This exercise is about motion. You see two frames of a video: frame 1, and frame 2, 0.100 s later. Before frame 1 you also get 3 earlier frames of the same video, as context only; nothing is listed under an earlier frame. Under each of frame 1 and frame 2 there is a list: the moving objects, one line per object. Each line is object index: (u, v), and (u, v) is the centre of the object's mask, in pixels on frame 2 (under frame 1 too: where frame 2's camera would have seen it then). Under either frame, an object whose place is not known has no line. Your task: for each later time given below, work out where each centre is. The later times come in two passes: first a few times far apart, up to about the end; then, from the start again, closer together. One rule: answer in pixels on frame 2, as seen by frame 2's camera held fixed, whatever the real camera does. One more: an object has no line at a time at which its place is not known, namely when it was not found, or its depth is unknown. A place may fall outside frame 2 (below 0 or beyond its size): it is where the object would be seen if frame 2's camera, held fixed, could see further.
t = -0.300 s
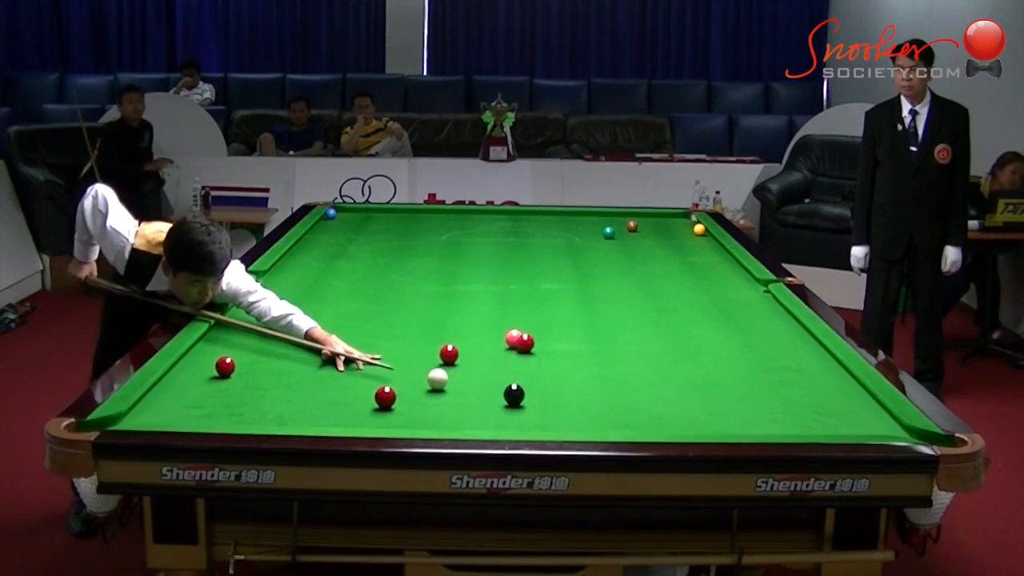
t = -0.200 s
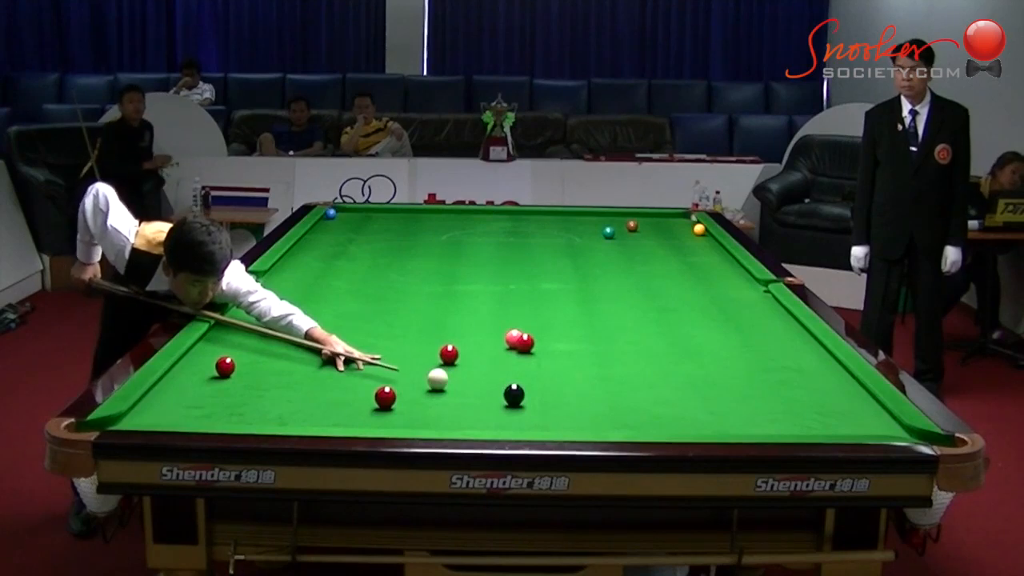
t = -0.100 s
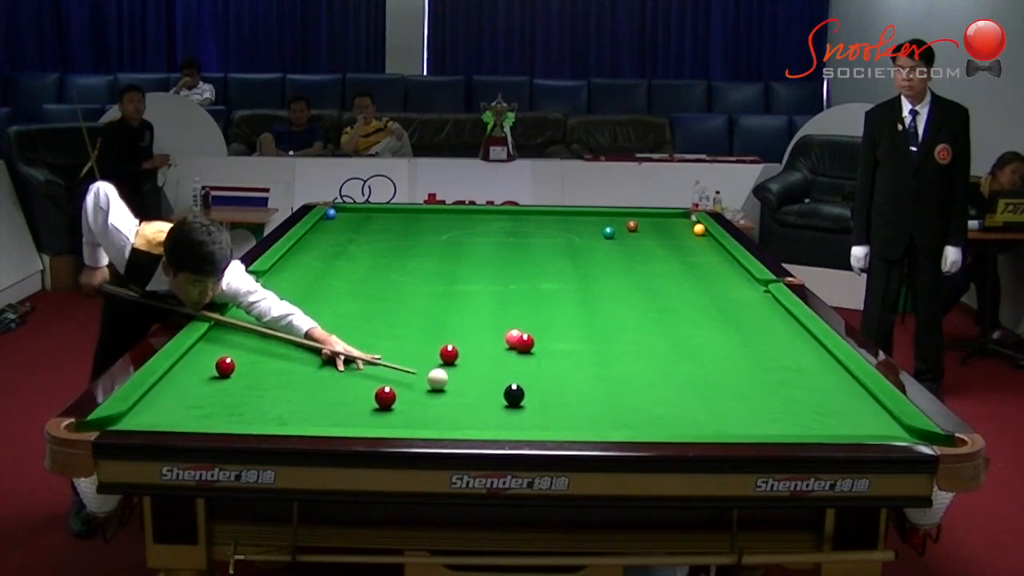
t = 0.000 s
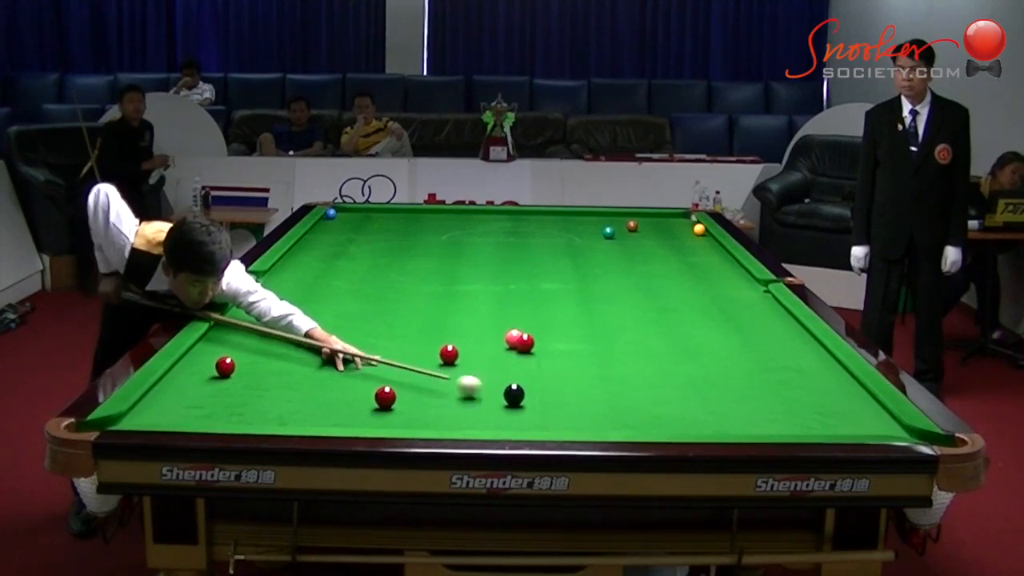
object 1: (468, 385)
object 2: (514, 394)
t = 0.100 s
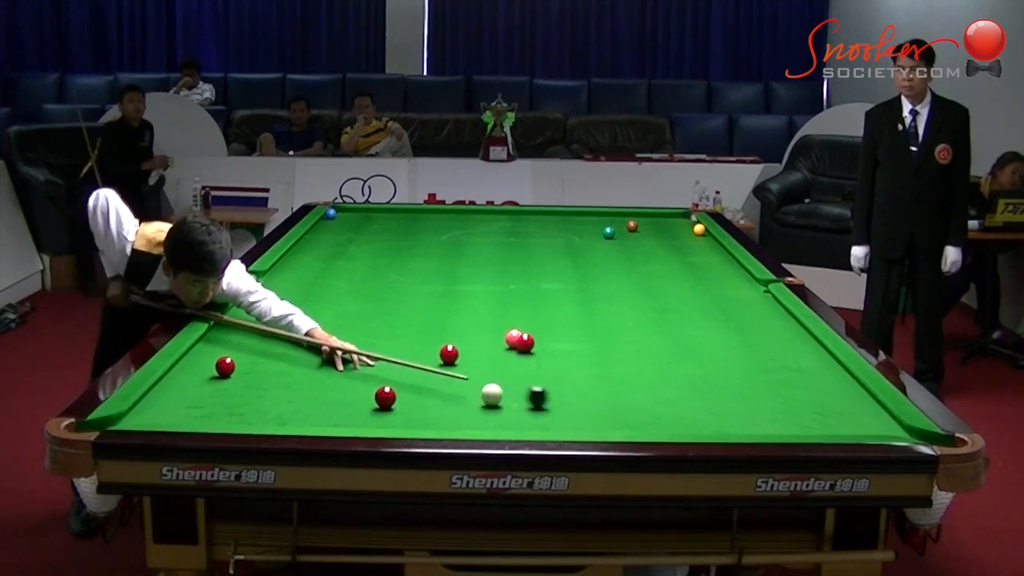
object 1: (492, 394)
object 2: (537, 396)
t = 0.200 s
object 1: (496, 401)
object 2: (578, 401)
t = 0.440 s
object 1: (512, 416)
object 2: (659, 409)
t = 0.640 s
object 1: (526, 425)
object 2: (727, 416)
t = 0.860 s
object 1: (535, 422)
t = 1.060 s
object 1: (541, 416)
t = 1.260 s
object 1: (547, 408)
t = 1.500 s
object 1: (553, 400)
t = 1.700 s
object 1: (558, 394)
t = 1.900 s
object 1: (562, 388)
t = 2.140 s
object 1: (567, 383)
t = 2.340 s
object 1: (570, 378)
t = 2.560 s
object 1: (574, 374)
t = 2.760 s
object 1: (576, 371)
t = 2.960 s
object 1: (579, 368)
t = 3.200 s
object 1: (582, 364)
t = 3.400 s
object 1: (584, 362)
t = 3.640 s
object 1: (587, 360)
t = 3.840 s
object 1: (589, 358)
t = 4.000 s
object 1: (590, 358)
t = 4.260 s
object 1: (592, 357)
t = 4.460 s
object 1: (592, 357)
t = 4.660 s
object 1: (593, 357)
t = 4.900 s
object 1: (593, 357)
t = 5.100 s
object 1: (593, 357)
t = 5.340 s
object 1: (593, 357)
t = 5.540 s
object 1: (593, 357)
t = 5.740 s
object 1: (593, 357)
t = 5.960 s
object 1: (593, 357)
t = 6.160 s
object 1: (593, 357)
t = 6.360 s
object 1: (593, 357)
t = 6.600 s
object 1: (593, 357)
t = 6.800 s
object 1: (593, 357)
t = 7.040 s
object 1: (593, 357)
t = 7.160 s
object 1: (593, 357)
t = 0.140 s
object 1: (492, 397)
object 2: (554, 398)
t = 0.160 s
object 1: (493, 398)
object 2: (562, 399)
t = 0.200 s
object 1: (496, 401)
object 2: (578, 401)
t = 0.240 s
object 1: (498, 403)
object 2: (592, 402)
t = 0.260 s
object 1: (500, 405)
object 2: (598, 403)
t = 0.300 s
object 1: (503, 407)
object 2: (612, 404)
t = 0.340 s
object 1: (505, 410)
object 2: (625, 406)
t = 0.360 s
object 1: (507, 411)
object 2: (632, 407)
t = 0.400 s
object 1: (509, 414)
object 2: (646, 408)
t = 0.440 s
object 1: (512, 416)
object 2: (659, 409)
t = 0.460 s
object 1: (513, 418)
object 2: (666, 410)
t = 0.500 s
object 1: (516, 420)
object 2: (679, 412)
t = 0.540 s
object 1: (519, 421)
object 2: (693, 413)
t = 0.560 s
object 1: (521, 422)
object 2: (700, 414)
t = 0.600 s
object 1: (524, 423)
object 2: (714, 415)
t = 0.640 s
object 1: (526, 425)
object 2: (727, 416)
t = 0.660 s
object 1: (528, 426)
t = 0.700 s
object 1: (530, 426)
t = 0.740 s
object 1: (531, 425)
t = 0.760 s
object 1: (532, 424)
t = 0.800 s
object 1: (533, 423)
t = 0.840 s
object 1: (534, 422)
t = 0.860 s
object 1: (535, 422)
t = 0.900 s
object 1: (536, 421)
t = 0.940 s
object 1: (538, 420)
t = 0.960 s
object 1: (538, 420)
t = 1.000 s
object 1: (539, 419)
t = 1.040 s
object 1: (541, 416)
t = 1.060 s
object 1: (541, 416)
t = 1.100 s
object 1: (542, 414)
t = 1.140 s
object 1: (543, 413)
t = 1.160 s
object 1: (544, 412)
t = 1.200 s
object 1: (545, 410)
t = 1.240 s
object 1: (546, 409)
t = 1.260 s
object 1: (547, 408)
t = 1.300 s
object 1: (548, 407)
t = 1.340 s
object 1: (549, 405)
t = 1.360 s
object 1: (549, 405)
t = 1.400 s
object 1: (550, 403)
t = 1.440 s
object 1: (551, 402)
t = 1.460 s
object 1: (552, 401)
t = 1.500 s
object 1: (553, 400)
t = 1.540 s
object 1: (554, 399)
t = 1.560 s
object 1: (554, 398)
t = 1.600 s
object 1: (555, 397)
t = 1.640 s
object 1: (556, 396)
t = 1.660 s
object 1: (557, 395)
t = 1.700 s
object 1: (558, 394)
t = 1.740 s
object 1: (558, 393)
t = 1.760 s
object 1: (559, 392)
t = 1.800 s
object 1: (560, 391)
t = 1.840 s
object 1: (560, 390)
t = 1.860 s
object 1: (561, 390)
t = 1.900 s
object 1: (562, 388)
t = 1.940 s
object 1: (563, 387)
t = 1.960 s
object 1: (563, 387)
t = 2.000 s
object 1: (564, 386)
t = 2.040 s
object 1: (565, 385)
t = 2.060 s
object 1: (565, 384)
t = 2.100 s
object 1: (566, 384)
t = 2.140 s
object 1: (567, 383)
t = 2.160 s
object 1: (567, 382)
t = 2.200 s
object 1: (568, 381)
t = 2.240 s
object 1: (568, 380)
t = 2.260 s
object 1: (569, 380)
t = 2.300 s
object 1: (569, 379)
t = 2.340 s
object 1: (570, 378)
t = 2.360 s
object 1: (571, 378)
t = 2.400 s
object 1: (571, 377)
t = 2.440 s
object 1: (572, 376)
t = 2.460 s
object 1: (572, 376)
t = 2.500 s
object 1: (573, 375)
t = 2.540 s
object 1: (573, 374)
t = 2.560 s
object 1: (574, 374)
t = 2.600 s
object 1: (574, 373)
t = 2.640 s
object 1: (575, 373)
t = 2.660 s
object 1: (575, 372)
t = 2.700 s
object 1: (576, 372)
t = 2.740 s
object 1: (576, 371)
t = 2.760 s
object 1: (576, 371)
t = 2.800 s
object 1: (577, 370)
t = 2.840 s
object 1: (578, 369)
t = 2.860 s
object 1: (578, 369)
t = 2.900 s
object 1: (578, 368)
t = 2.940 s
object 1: (579, 368)
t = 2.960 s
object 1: (579, 368)
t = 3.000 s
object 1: (580, 367)
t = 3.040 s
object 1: (580, 366)
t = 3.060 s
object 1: (580, 366)
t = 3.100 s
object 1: (581, 366)
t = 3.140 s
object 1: (581, 365)
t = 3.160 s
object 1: (582, 365)
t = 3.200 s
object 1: (582, 364)
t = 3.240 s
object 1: (583, 364)
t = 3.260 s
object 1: (583, 364)
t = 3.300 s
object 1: (583, 363)
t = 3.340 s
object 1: (584, 363)
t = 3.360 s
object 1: (584, 363)
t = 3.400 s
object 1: (584, 362)
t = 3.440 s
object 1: (585, 362)
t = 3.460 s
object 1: (585, 362)
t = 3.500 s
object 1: (585, 362)
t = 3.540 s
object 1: (586, 361)
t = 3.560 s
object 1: (586, 361)
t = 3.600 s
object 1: (587, 360)
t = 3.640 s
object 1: (587, 360)
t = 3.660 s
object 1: (587, 360)
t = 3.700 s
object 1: (588, 360)
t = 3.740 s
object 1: (588, 359)
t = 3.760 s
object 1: (588, 359)
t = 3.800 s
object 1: (588, 359)
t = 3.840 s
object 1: (589, 358)
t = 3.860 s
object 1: (589, 359)
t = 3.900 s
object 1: (590, 358)
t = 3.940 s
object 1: (590, 358)
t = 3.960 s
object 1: (590, 358)
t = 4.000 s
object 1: (590, 358)
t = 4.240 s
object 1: (592, 357)
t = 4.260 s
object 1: (592, 357)
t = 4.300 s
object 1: (592, 357)
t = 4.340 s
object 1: (592, 357)
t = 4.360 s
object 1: (592, 357)
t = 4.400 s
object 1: (592, 357)
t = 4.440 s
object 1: (593, 357)
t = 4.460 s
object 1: (592, 357)
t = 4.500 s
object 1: (593, 357)
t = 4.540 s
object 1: (593, 357)
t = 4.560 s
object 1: (593, 357)
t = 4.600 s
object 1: (593, 357)
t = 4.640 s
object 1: (593, 357)
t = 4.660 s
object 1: (593, 357)
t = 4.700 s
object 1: (593, 357)
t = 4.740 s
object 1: (593, 357)
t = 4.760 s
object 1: (593, 357)
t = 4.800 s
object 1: (593, 357)
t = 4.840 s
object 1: (593, 357)
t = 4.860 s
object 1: (593, 357)
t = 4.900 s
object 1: (593, 357)
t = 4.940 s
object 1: (593, 357)
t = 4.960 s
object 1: (593, 357)
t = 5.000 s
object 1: (593, 357)
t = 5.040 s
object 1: (593, 357)
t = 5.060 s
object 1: (593, 357)
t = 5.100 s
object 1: (593, 357)
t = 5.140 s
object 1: (593, 357)
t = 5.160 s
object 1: (593, 357)
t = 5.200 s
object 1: (593, 357)
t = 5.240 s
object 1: (593, 357)
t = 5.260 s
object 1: (593, 357)
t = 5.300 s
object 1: (593, 357)
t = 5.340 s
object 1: (593, 357)
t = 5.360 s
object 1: (593, 357)
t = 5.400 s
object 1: (593, 357)
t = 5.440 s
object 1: (593, 357)
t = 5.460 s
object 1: (593, 357)
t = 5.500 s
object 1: (593, 357)
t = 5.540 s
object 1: (593, 357)
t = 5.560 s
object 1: (593, 357)
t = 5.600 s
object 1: (593, 357)
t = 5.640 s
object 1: (593, 357)
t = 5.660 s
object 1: (593, 357)
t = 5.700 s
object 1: (593, 357)
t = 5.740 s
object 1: (593, 357)
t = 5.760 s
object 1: (593, 357)
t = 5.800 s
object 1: (593, 357)
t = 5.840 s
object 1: (593, 357)
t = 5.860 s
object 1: (593, 357)
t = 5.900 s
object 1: (593, 357)
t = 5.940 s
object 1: (593, 357)
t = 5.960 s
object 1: (593, 357)
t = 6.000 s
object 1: (593, 357)
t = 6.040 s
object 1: (593, 357)
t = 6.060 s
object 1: (593, 357)
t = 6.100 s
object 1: (593, 357)
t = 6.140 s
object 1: (593, 357)
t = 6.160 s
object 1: (593, 357)
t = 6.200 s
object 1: (593, 357)
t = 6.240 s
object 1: (593, 357)
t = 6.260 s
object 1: (593, 357)
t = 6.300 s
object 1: (593, 357)
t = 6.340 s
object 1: (593, 357)
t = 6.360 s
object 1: (593, 357)
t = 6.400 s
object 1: (593, 357)
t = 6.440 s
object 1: (593, 357)
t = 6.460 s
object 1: (593, 357)
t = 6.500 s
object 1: (593, 357)
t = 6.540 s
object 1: (593, 357)
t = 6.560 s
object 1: (593, 357)
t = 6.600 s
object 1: (593, 357)
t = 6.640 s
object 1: (593, 357)
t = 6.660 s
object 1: (593, 357)
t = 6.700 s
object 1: (593, 357)
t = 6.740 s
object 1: (593, 357)
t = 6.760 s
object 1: (593, 357)
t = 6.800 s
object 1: (593, 357)
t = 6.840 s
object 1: (593, 357)
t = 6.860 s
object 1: (593, 357)
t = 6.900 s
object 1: (593, 357)
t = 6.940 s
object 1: (593, 357)
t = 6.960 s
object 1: (593, 357)
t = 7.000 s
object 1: (593, 357)
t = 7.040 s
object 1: (593, 357)
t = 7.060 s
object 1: (593, 357)
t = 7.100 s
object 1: (593, 357)
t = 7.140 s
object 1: (593, 357)
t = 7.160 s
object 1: (593, 357)
